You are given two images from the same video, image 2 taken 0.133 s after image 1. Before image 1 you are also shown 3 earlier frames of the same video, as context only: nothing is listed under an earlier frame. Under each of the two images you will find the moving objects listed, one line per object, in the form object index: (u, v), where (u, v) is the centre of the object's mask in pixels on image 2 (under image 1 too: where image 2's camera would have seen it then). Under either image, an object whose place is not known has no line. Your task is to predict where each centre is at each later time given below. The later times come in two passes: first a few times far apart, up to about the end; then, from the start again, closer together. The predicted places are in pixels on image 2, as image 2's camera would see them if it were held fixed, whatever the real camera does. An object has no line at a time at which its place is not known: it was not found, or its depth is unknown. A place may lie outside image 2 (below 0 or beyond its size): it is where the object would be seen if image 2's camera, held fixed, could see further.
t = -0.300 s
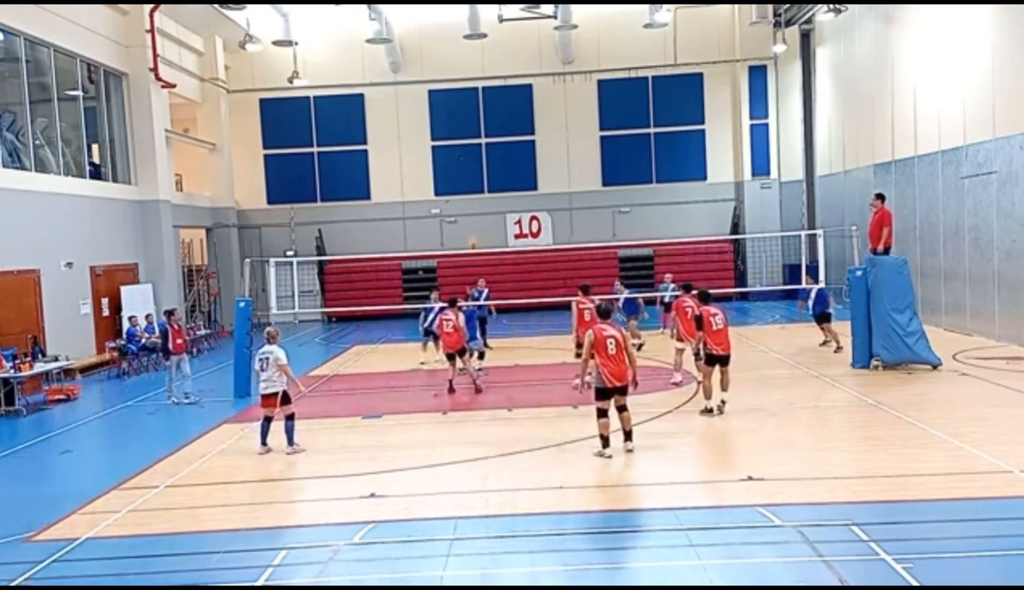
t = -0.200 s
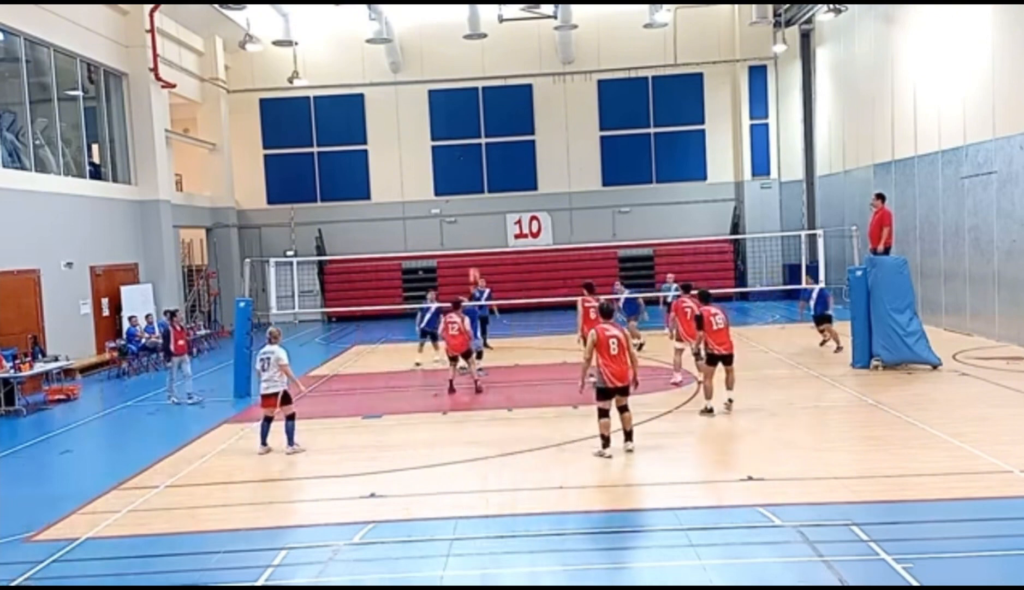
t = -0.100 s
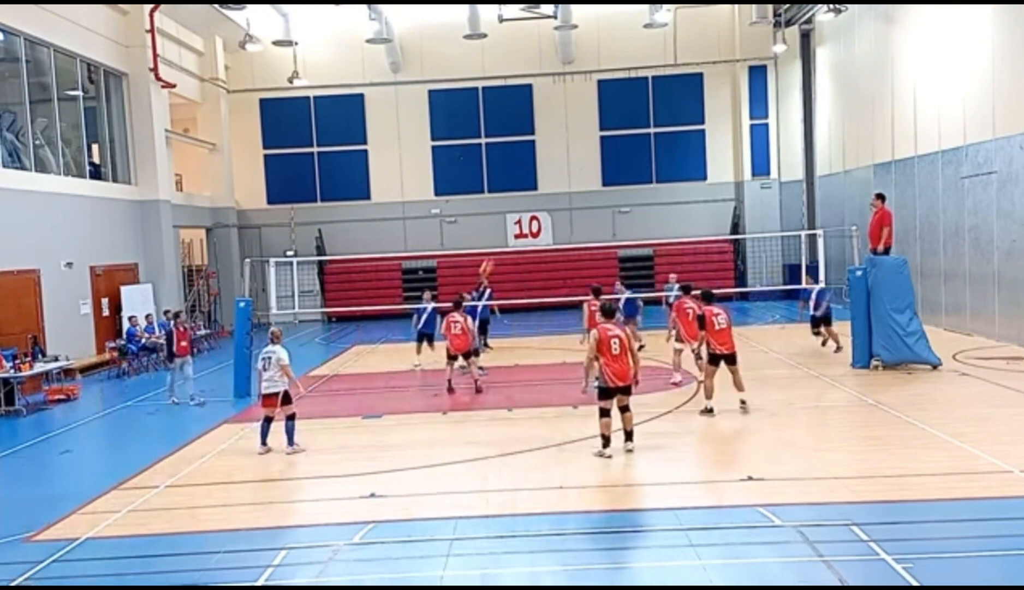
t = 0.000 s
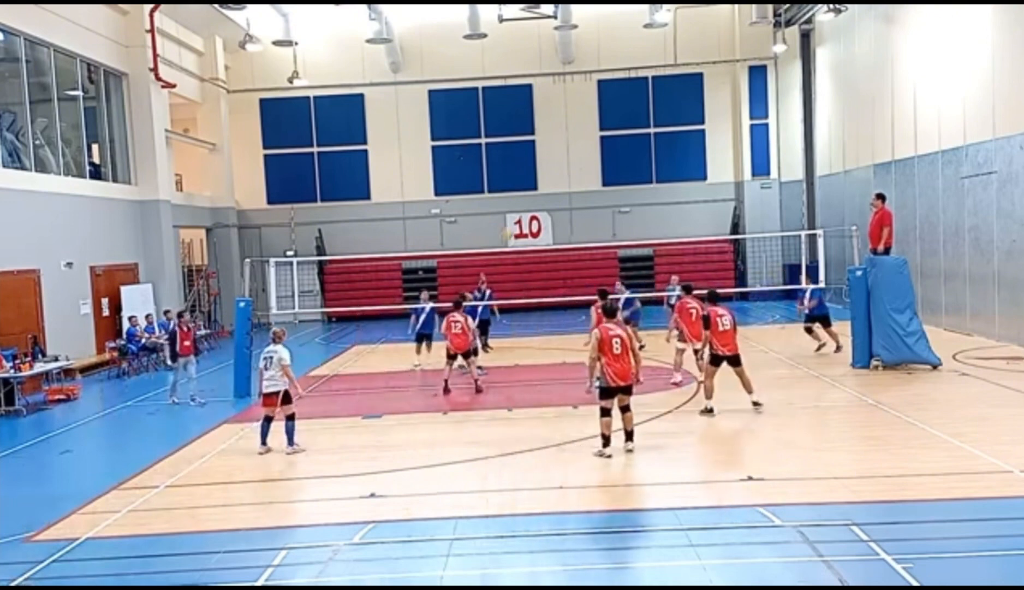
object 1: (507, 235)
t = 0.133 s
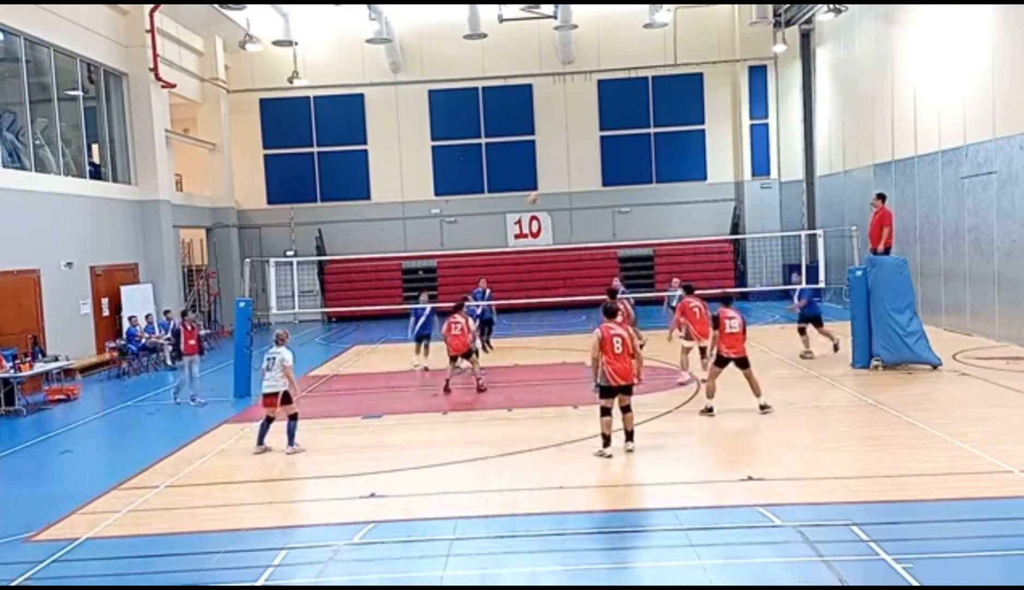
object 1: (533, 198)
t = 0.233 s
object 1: (555, 179)
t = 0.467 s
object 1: (604, 150)
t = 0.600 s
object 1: (630, 145)
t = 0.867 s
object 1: (686, 164)
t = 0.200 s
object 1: (547, 184)
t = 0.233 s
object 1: (555, 179)
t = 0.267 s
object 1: (561, 174)
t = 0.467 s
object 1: (604, 150)
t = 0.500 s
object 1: (610, 148)
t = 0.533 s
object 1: (617, 146)
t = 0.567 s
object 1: (623, 146)
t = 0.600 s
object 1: (630, 145)
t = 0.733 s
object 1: (659, 151)
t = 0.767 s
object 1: (665, 153)
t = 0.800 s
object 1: (672, 156)
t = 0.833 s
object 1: (678, 160)
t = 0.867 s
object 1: (686, 164)
